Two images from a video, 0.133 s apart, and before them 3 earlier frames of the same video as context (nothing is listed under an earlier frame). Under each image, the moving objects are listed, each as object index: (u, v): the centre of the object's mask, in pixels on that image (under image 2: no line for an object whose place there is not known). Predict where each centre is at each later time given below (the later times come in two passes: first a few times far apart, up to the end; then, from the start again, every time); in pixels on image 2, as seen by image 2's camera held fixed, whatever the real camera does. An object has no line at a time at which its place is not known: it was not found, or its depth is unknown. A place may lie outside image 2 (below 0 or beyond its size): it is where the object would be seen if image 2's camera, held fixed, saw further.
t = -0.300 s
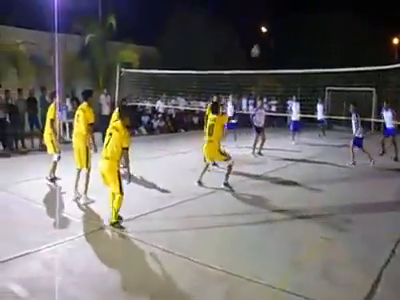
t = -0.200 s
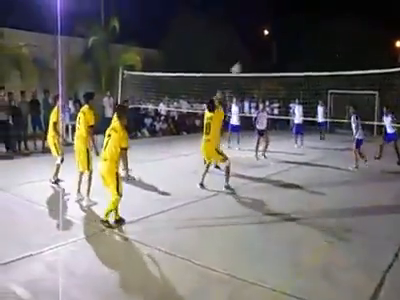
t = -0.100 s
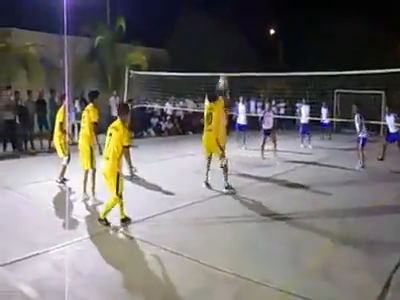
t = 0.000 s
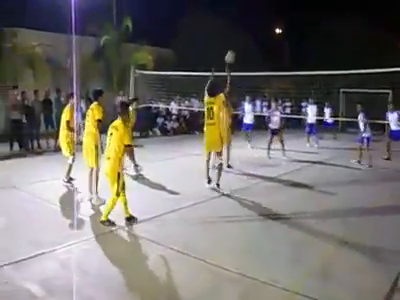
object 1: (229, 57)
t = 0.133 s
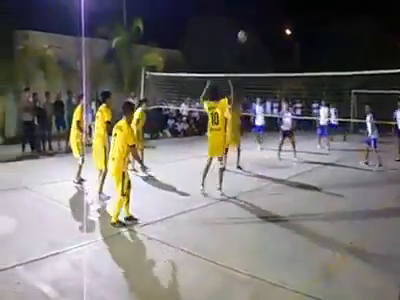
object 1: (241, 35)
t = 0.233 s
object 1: (242, 26)
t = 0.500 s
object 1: (245, 26)
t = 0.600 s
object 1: (246, 35)
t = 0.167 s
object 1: (242, 32)
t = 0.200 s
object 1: (242, 29)
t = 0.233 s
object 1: (242, 26)
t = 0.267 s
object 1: (244, 24)
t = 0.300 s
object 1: (244, 22)
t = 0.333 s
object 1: (244, 21)
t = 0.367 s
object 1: (244, 21)
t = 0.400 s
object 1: (244, 22)
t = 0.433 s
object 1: (245, 22)
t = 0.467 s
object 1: (245, 24)
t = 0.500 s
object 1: (245, 26)
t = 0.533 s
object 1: (245, 28)
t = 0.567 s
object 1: (245, 32)
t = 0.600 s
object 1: (246, 35)
